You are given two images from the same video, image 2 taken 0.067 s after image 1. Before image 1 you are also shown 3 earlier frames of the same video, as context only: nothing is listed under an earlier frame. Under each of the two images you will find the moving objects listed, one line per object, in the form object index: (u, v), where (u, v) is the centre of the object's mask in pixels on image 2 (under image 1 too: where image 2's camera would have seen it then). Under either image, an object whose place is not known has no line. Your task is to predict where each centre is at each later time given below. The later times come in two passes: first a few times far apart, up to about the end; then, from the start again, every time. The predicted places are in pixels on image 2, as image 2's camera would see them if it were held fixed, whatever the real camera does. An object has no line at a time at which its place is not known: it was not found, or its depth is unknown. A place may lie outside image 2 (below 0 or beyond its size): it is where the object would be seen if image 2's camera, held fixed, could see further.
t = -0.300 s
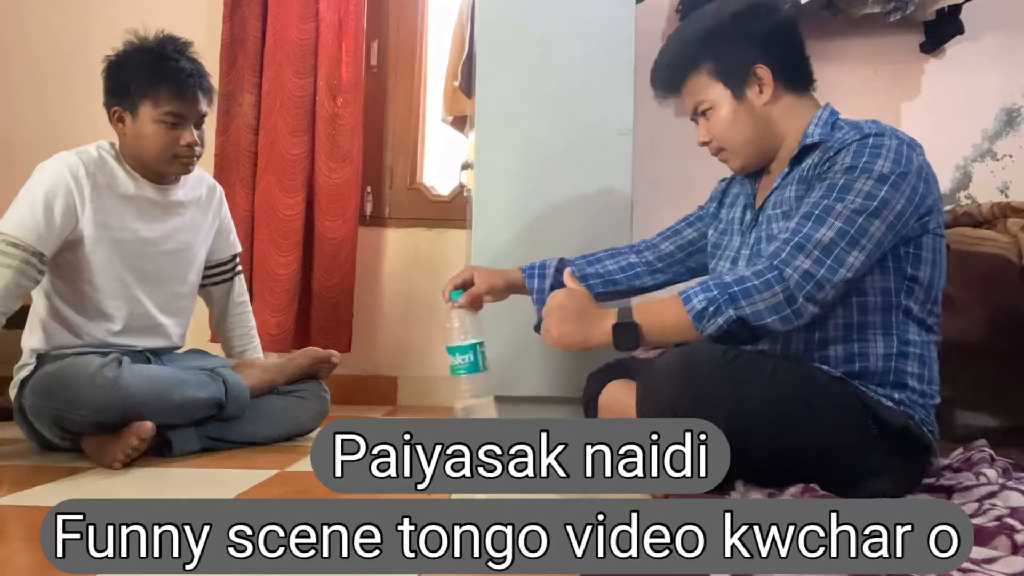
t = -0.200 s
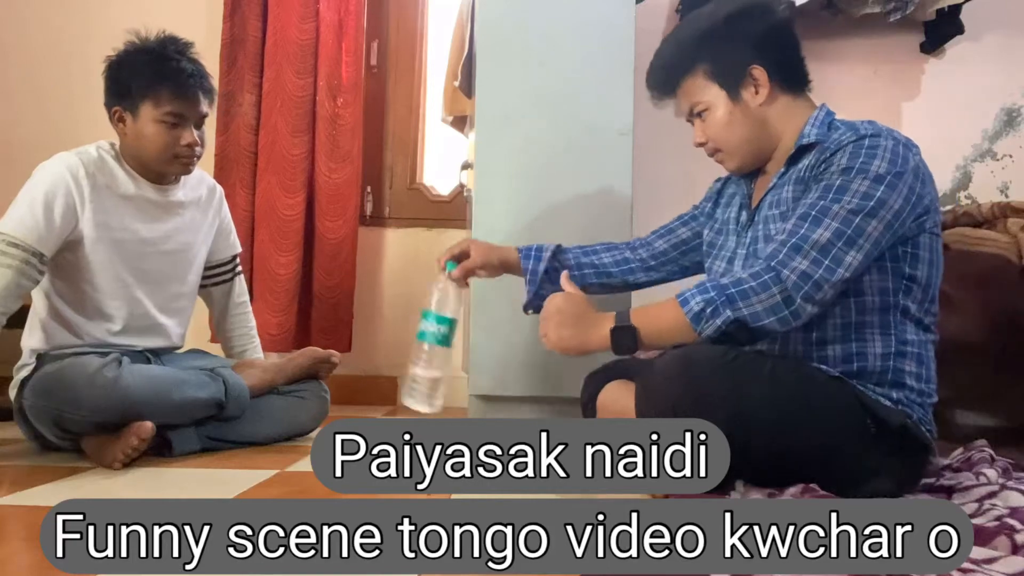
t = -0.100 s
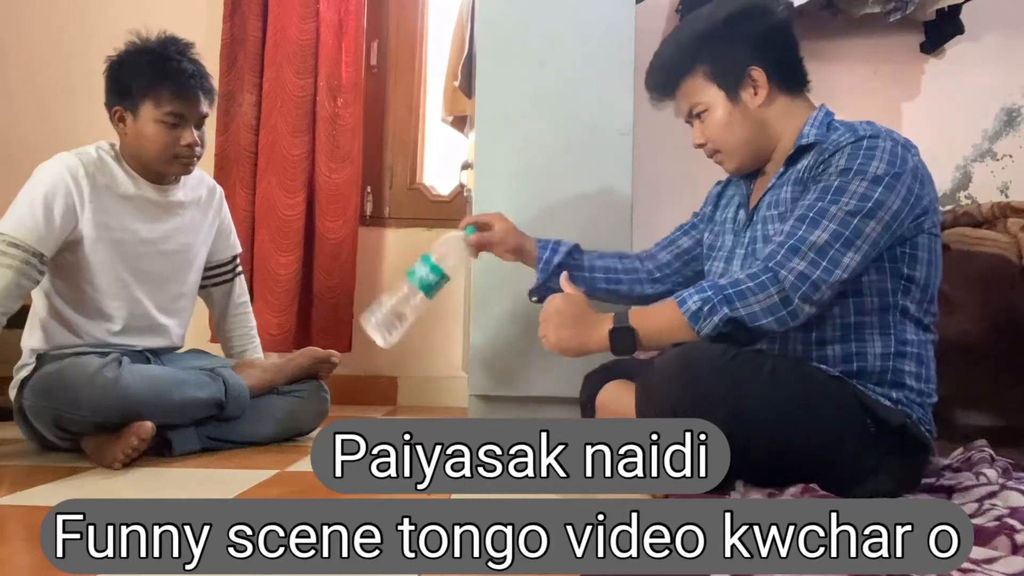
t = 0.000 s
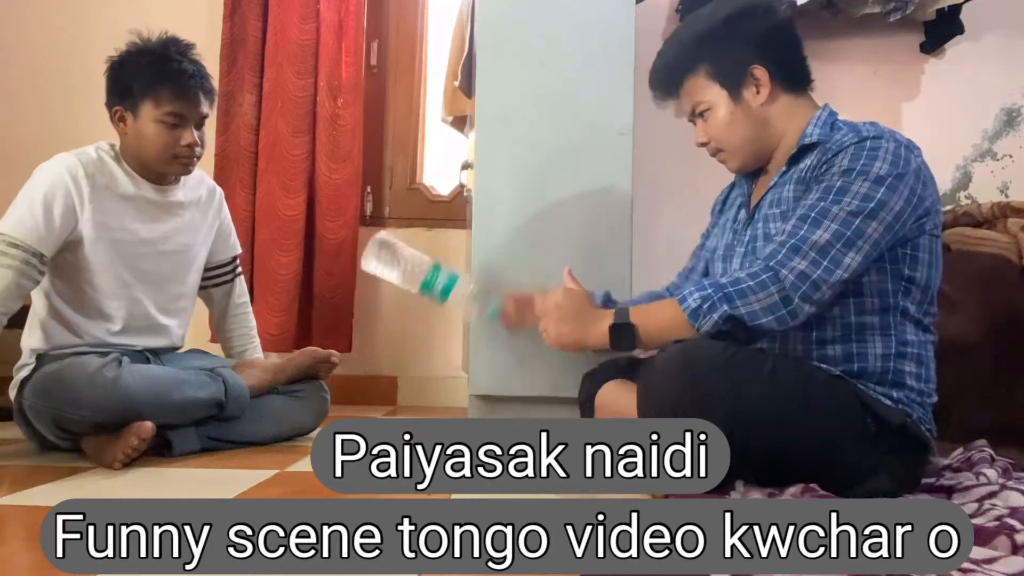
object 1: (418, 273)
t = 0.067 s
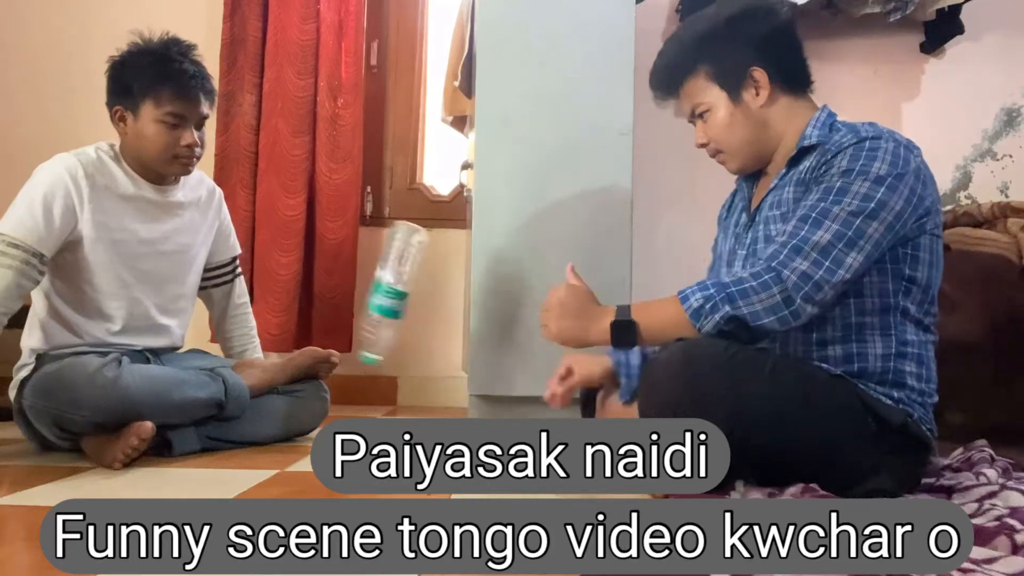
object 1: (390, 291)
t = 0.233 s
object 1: (400, 323)
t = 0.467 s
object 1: (403, 375)
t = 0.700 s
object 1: (404, 375)
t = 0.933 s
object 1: (403, 375)
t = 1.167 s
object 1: (405, 374)
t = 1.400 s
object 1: (404, 374)
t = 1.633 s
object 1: (403, 375)
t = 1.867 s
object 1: (404, 374)
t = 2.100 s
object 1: (404, 375)
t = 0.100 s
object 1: (377, 282)
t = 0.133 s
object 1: (377, 274)
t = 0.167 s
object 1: (386, 280)
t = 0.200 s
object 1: (395, 297)
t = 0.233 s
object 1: (400, 323)
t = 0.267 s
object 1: (404, 354)
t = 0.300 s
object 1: (402, 374)
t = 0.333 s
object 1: (401, 375)
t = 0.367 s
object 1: (403, 375)
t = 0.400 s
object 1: (405, 374)
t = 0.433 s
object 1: (405, 374)
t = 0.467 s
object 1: (403, 375)
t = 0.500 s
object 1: (400, 375)
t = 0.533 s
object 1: (399, 376)
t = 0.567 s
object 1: (399, 376)
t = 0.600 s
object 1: (399, 376)
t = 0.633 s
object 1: (401, 375)
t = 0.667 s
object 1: (402, 375)
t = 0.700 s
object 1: (404, 375)
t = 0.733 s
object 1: (405, 374)
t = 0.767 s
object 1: (405, 374)
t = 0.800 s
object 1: (404, 375)
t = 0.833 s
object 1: (404, 375)
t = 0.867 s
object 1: (403, 375)
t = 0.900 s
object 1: (403, 375)
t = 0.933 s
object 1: (403, 375)
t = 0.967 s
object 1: (403, 375)
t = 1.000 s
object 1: (403, 375)
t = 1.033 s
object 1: (403, 375)
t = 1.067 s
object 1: (403, 375)
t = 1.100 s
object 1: (404, 375)
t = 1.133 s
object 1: (404, 375)
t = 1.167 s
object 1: (405, 374)
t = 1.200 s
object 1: (405, 374)
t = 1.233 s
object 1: (404, 375)
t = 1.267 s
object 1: (403, 375)
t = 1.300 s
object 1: (402, 375)
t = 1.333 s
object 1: (402, 375)
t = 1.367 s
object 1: (403, 375)
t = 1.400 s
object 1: (404, 374)
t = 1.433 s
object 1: (404, 374)
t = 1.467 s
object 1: (404, 374)
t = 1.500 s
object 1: (404, 375)
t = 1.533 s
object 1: (404, 375)
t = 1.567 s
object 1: (404, 375)
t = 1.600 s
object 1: (403, 375)
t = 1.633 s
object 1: (403, 375)
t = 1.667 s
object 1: (403, 375)
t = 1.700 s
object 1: (403, 375)
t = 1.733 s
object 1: (403, 375)
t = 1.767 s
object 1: (404, 375)
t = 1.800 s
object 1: (404, 375)
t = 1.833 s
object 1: (404, 375)
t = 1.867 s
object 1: (404, 374)
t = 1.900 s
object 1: (404, 374)
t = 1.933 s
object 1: (404, 375)
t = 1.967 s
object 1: (403, 375)
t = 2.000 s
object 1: (403, 375)
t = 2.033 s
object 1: (403, 375)
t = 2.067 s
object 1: (403, 375)
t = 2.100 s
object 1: (404, 375)
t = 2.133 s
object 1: (404, 375)
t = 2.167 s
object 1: (404, 375)
